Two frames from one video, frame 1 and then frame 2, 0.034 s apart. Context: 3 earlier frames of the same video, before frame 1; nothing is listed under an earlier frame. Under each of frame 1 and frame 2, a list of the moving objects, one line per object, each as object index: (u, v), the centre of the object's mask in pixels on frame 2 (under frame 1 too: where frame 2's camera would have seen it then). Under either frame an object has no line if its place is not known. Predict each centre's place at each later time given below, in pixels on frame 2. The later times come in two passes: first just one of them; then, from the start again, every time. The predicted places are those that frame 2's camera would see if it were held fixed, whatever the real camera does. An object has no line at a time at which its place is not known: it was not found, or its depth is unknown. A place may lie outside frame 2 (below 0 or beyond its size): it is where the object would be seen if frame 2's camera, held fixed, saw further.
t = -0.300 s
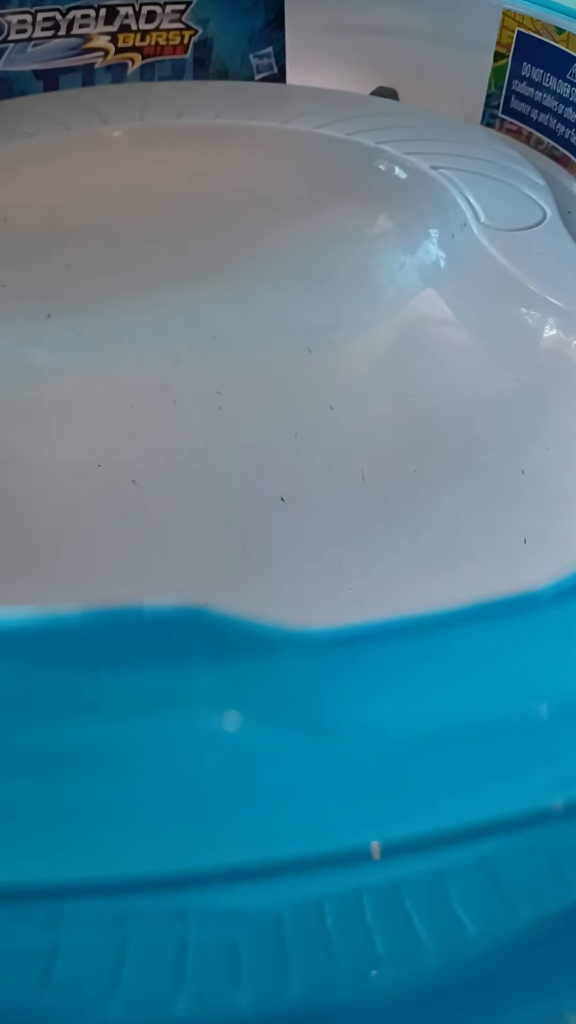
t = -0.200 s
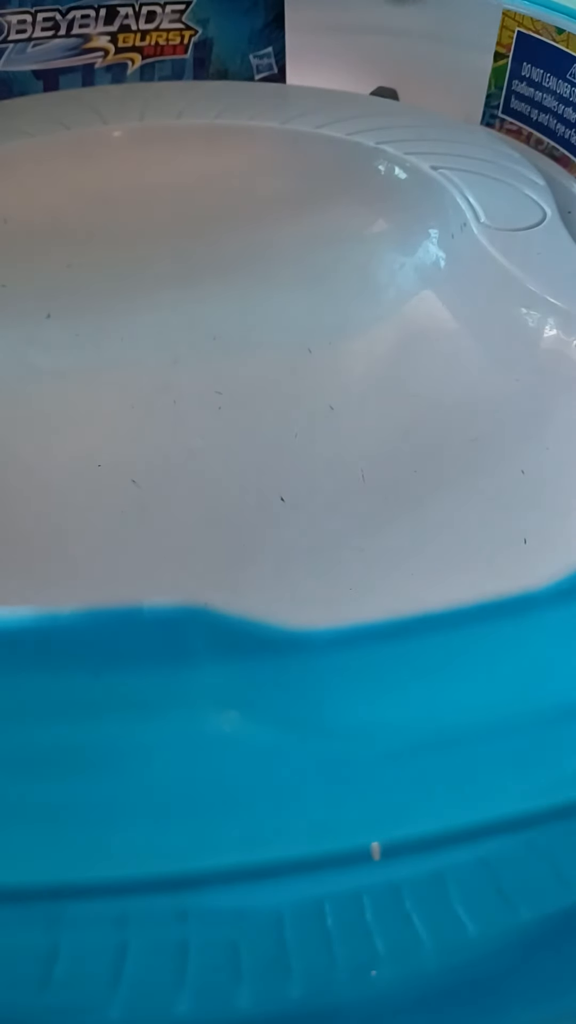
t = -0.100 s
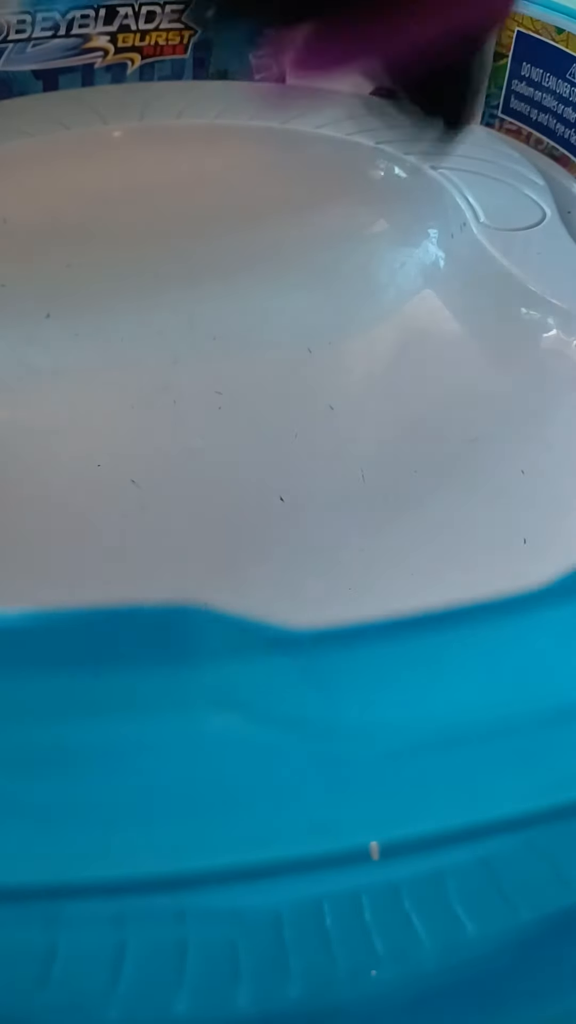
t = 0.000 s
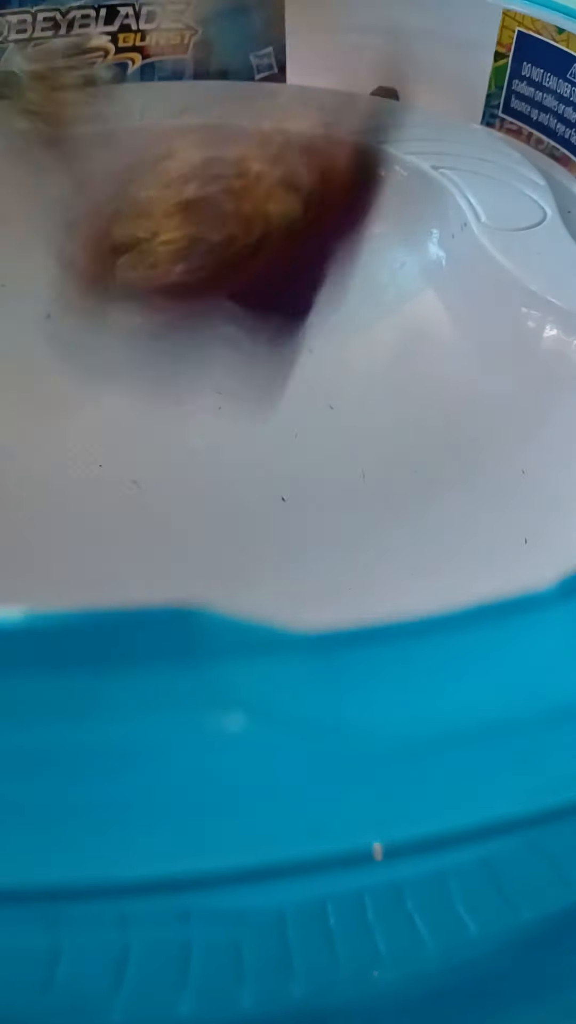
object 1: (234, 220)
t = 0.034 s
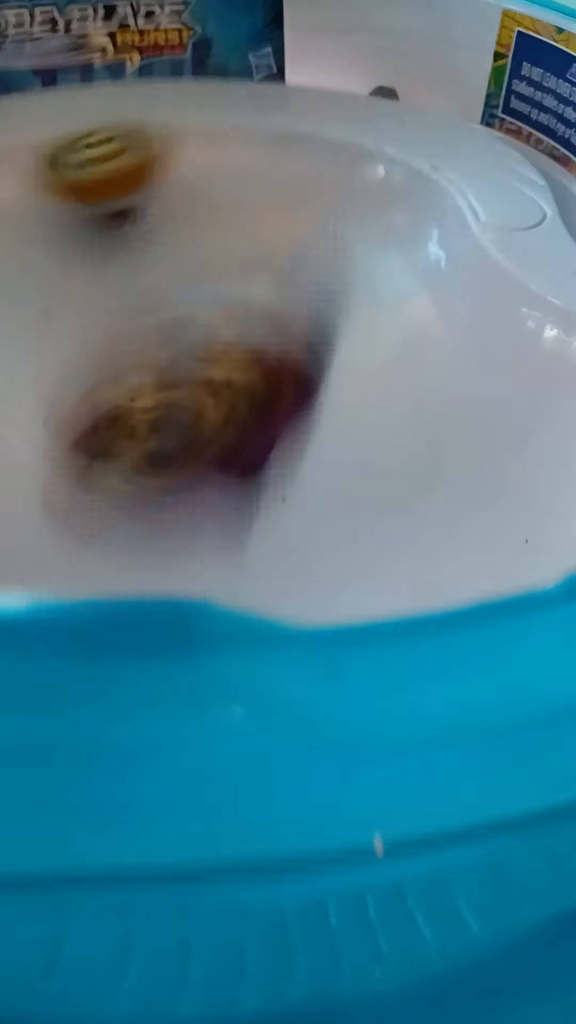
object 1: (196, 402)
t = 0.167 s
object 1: (78, 494)
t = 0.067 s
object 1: (165, 527)
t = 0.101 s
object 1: (119, 496)
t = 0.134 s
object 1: (95, 483)
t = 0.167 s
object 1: (78, 494)
